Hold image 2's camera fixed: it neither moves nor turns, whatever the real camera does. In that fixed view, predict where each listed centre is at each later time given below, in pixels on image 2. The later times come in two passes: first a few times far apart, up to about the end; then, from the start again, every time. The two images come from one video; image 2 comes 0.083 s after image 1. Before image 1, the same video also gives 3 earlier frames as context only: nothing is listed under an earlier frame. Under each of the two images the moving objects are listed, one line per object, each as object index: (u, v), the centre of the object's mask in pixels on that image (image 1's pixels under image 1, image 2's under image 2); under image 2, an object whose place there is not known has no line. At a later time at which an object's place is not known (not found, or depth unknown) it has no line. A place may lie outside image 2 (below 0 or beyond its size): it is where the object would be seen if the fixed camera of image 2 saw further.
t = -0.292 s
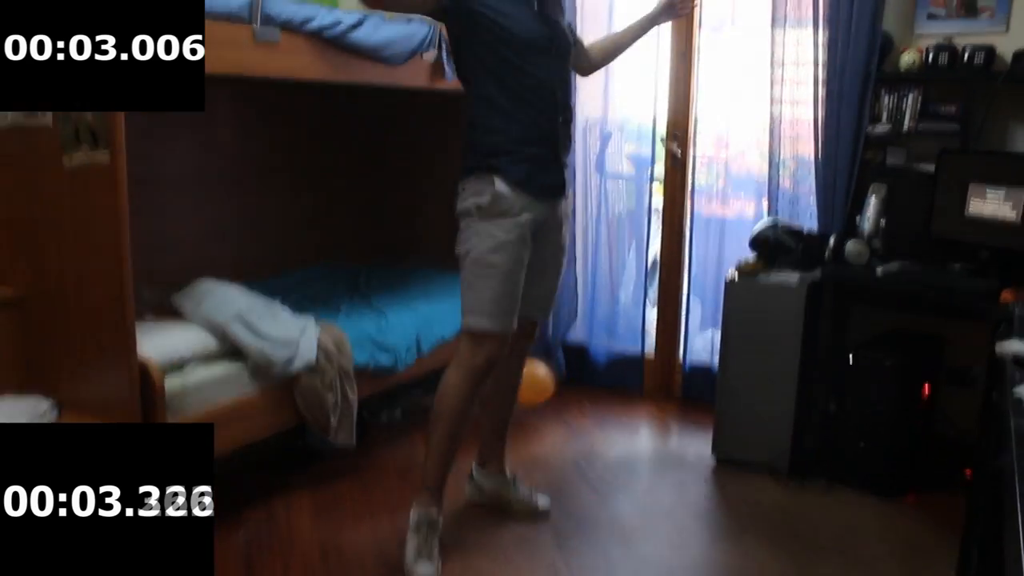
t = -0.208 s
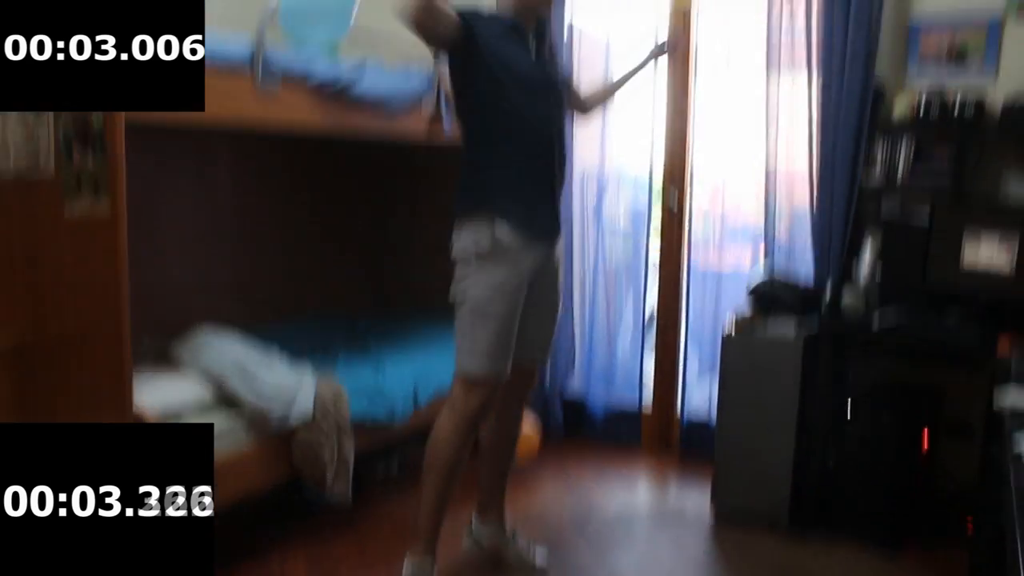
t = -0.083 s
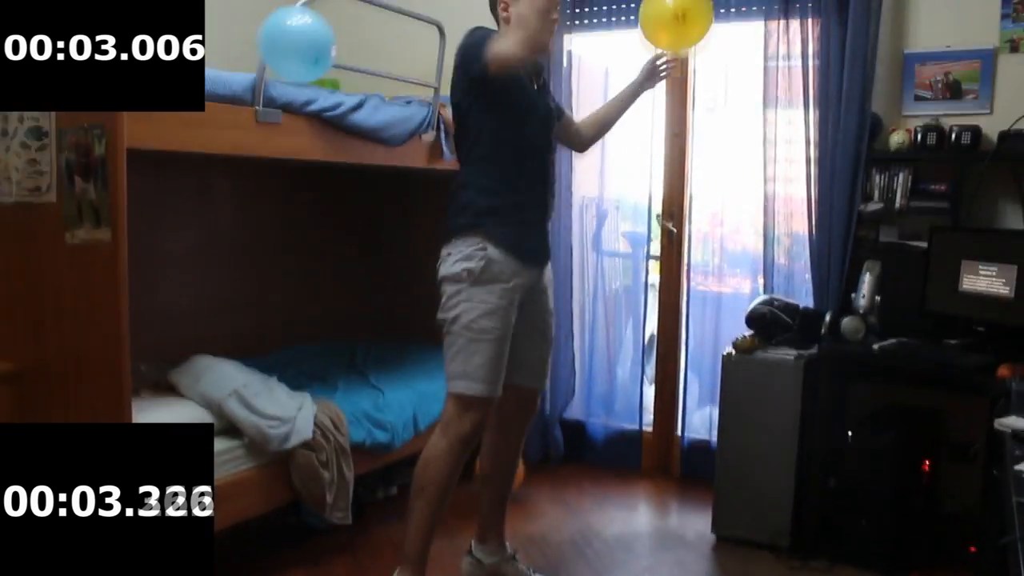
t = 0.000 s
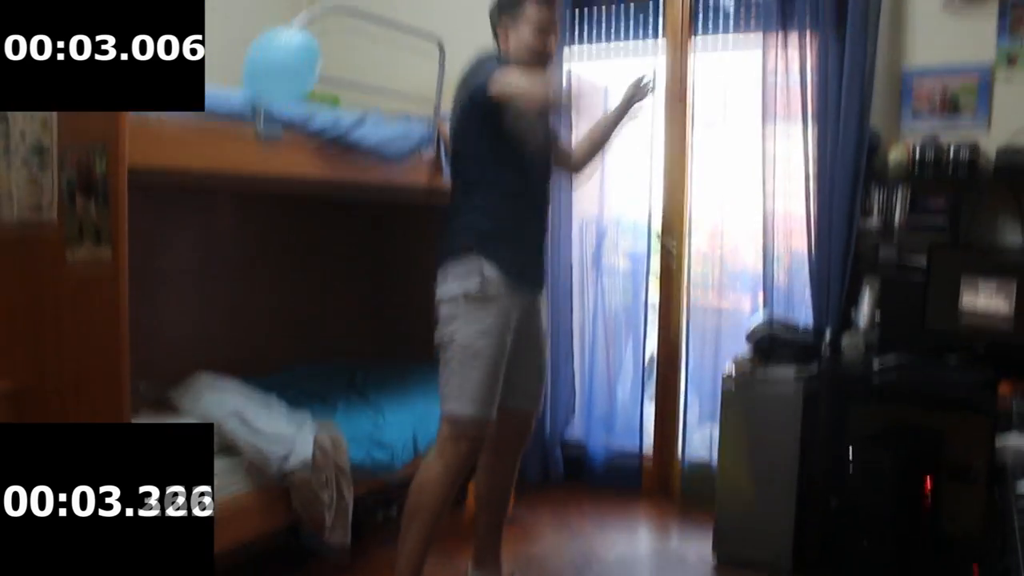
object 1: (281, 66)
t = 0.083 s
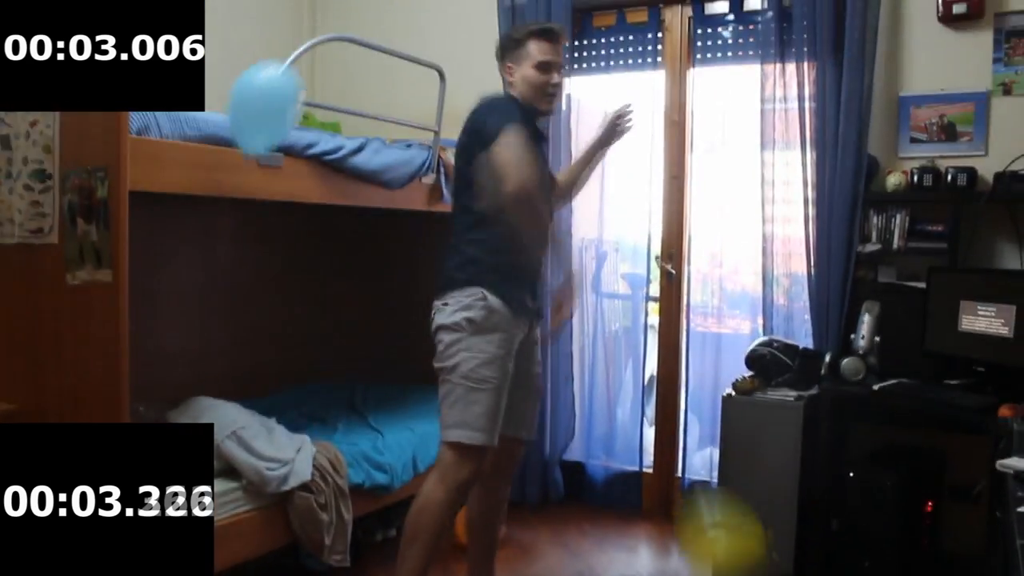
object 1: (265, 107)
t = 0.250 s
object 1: (241, 147)
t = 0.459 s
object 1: (249, 180)
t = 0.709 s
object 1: (255, 261)
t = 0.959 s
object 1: (257, 363)
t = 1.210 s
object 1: (246, 466)
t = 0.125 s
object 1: (256, 113)
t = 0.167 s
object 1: (250, 122)
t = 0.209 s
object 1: (243, 132)
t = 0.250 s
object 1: (241, 147)
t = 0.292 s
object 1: (243, 129)
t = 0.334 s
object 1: (245, 154)
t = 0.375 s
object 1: (246, 161)
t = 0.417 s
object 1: (248, 171)
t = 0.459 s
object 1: (249, 180)
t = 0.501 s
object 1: (250, 193)
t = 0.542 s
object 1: (252, 203)
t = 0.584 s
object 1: (252, 217)
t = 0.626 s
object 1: (253, 230)
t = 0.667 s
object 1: (254, 244)
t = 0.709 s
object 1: (255, 261)
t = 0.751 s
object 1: (255, 277)
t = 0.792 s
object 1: (256, 294)
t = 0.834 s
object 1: (256, 312)
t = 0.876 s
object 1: (257, 329)
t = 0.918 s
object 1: (257, 345)
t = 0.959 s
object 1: (257, 363)
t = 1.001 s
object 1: (257, 376)
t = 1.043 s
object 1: (255, 393)
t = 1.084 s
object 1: (253, 409)
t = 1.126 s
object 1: (249, 429)
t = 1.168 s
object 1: (246, 447)
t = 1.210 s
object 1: (246, 466)
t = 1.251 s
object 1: (241, 485)
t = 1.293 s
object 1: (239, 505)
